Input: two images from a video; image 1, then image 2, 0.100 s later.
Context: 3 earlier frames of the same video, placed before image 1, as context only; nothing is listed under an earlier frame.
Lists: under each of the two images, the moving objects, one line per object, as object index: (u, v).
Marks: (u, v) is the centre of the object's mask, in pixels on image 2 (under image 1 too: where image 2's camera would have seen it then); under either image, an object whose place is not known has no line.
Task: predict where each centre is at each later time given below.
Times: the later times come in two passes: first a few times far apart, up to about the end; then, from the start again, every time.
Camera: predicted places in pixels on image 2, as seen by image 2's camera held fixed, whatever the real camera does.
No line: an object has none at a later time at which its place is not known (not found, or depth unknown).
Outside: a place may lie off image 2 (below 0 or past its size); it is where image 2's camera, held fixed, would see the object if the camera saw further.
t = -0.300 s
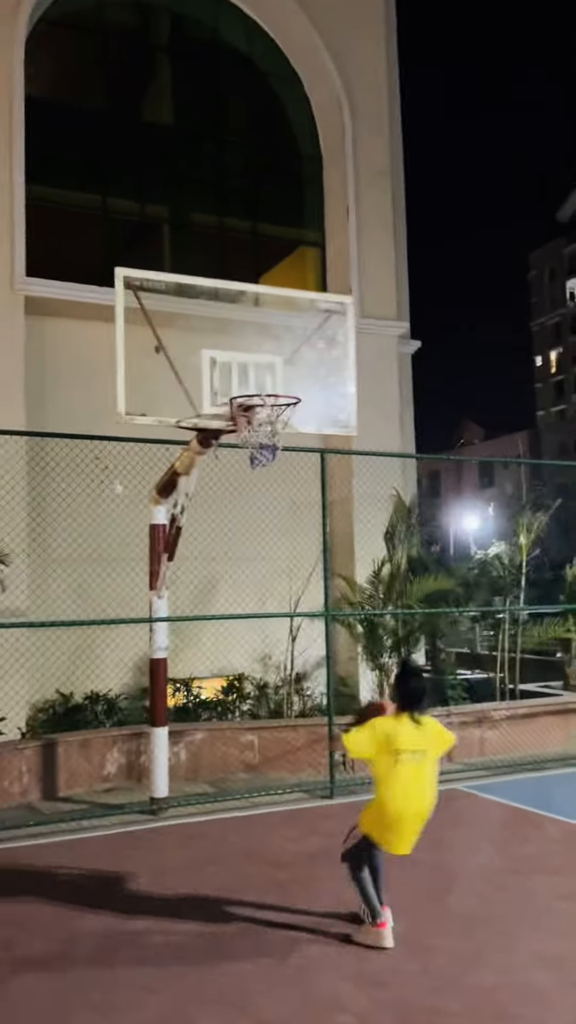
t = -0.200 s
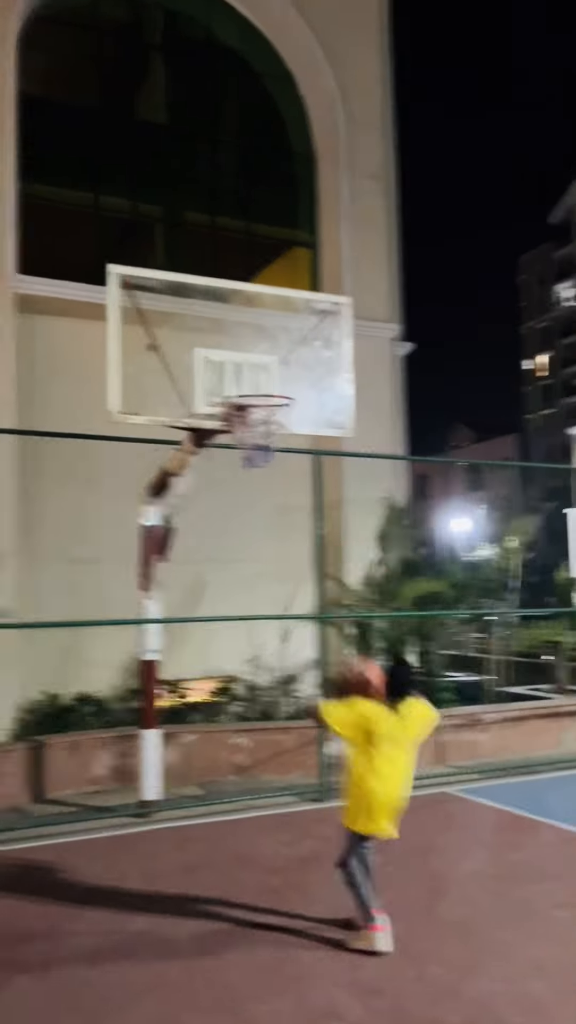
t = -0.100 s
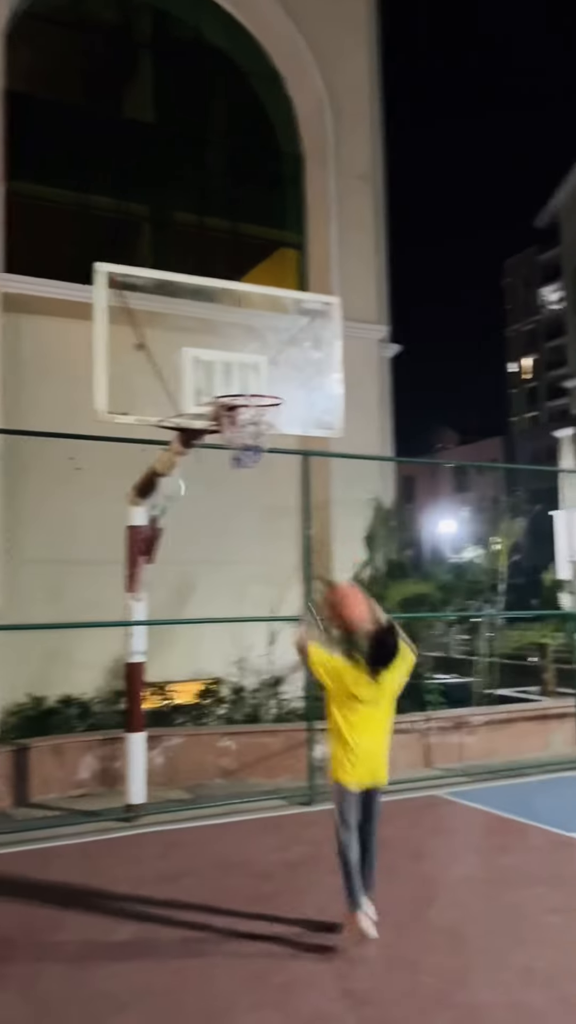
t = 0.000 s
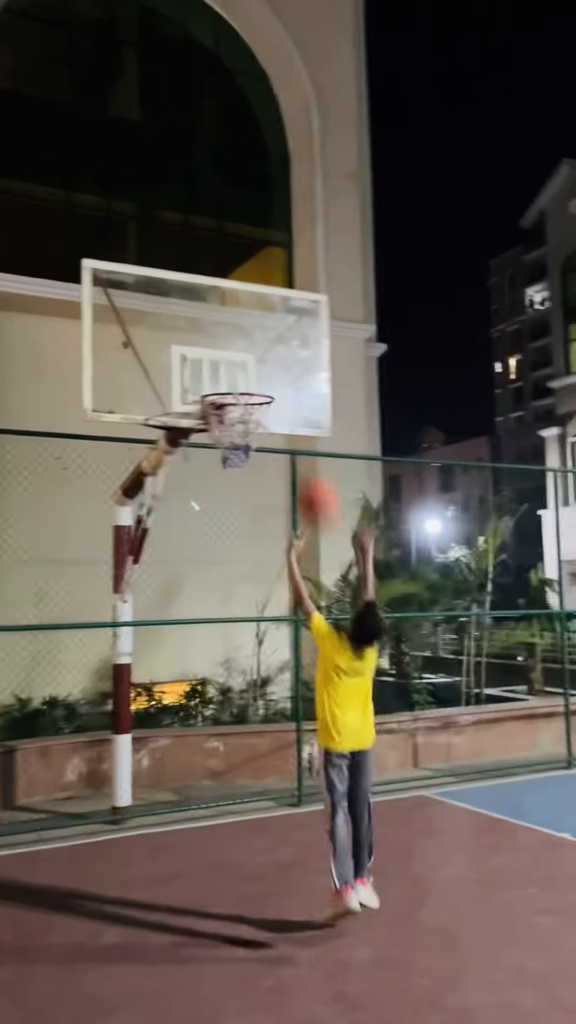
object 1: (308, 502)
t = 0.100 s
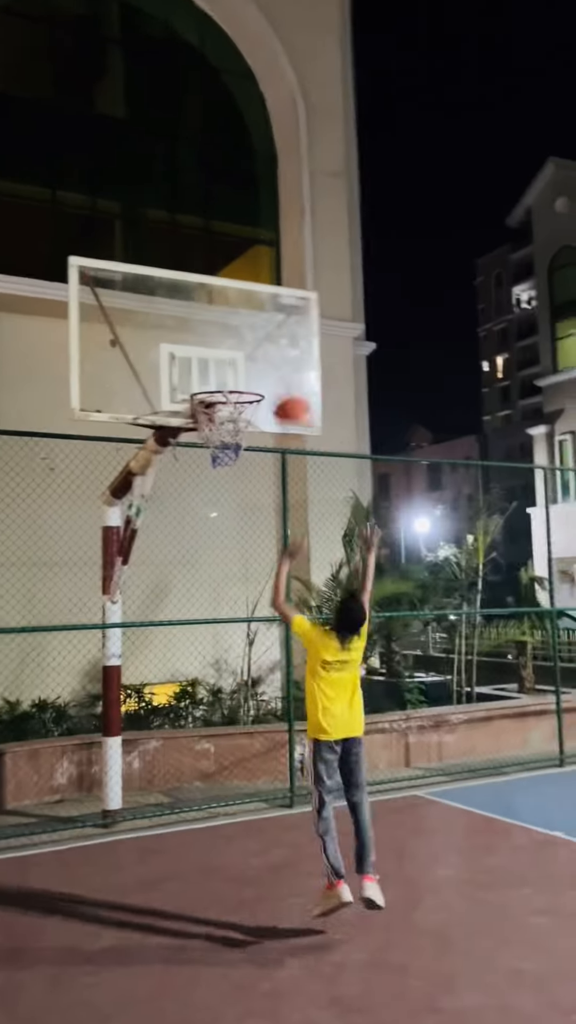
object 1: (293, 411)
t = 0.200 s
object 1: (274, 337)
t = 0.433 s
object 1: (240, 248)
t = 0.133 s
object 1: (284, 380)
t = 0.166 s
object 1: (280, 359)
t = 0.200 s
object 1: (274, 337)
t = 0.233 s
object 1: (268, 318)
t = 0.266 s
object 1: (263, 302)
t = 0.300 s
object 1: (259, 287)
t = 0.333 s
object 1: (254, 273)
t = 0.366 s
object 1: (249, 262)
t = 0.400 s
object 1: (245, 254)
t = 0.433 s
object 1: (240, 248)
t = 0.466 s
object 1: (237, 243)
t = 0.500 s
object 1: (231, 240)
